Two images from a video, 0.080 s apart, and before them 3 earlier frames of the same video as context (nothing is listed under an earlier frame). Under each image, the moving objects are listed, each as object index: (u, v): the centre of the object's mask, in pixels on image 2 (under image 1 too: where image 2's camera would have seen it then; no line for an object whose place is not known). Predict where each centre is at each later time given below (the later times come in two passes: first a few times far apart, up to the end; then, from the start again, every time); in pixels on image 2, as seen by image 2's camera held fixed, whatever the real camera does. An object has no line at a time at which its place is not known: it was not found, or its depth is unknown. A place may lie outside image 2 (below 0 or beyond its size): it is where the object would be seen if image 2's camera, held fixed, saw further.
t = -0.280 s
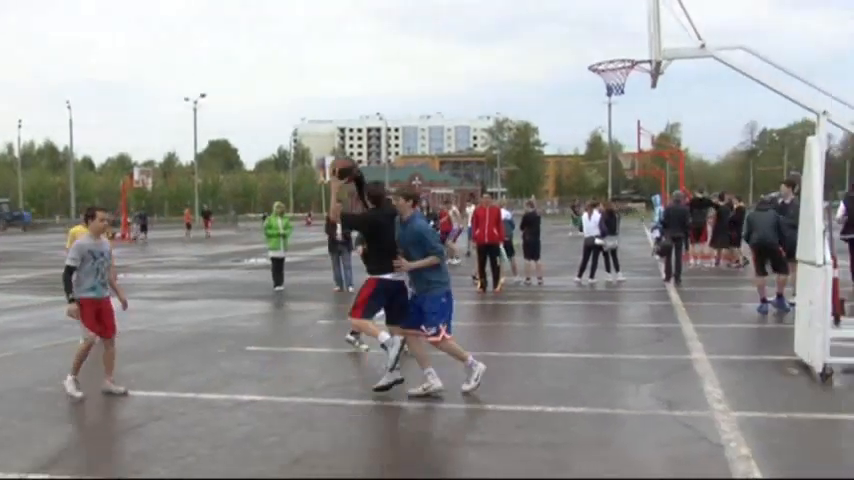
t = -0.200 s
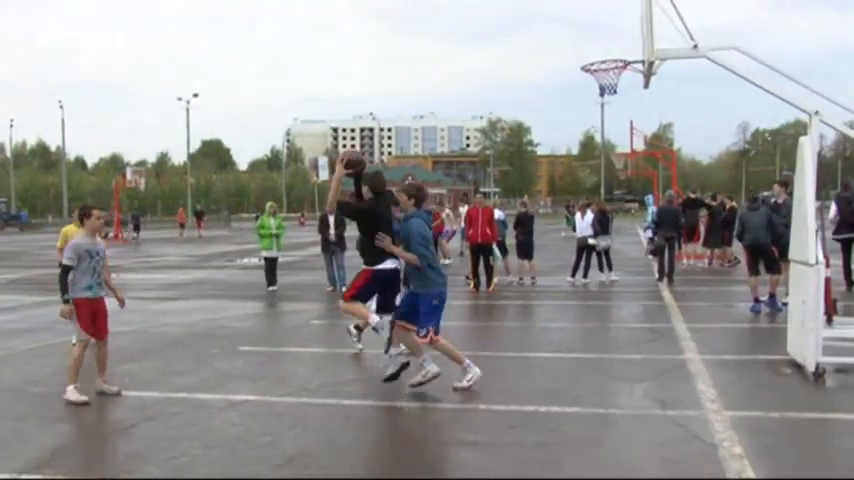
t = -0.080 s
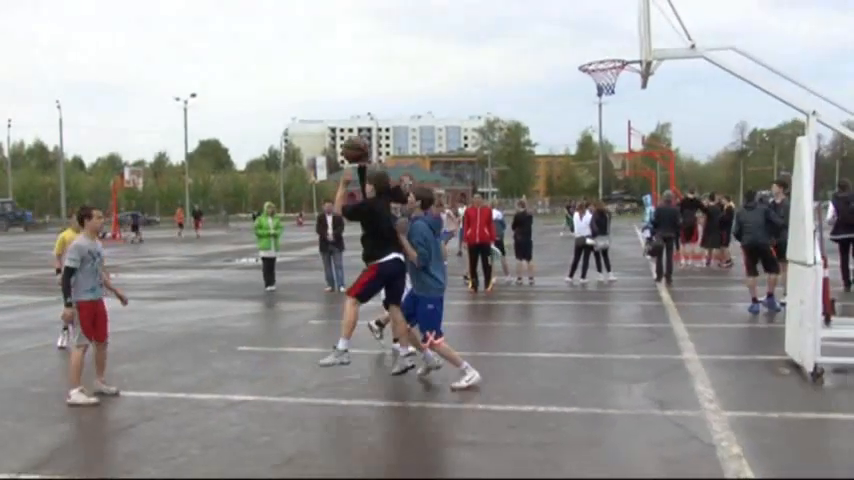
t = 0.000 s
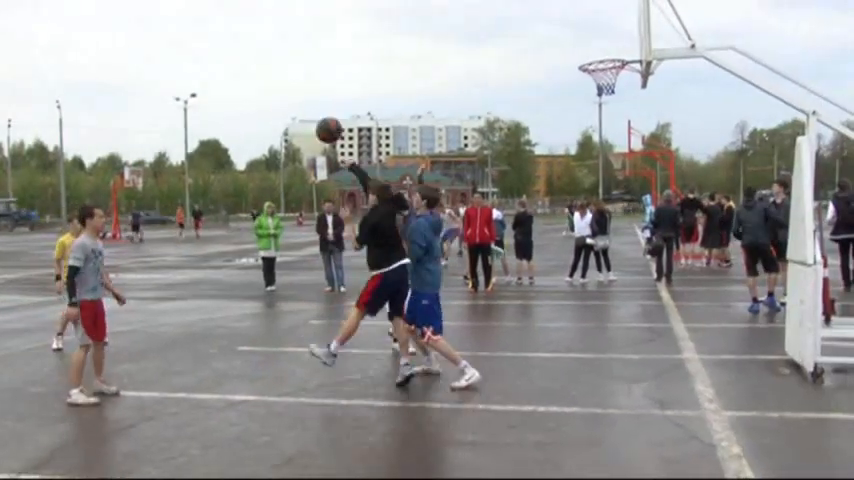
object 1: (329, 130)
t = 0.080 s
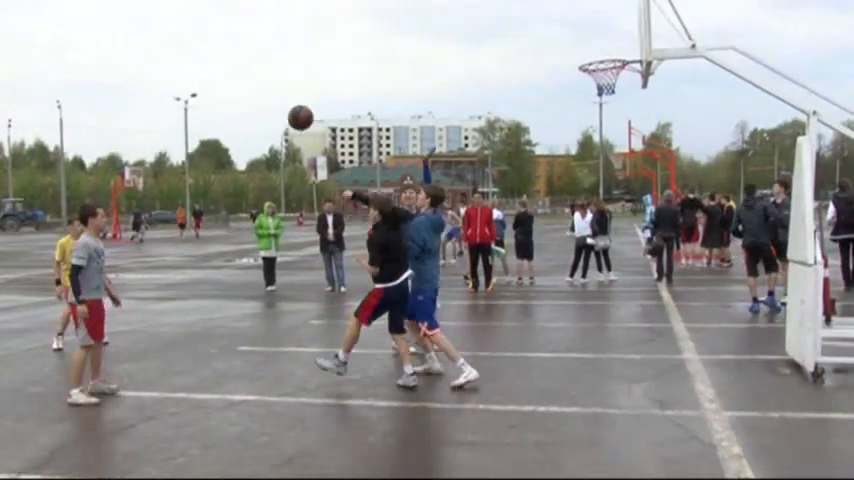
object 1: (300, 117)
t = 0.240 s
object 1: (248, 113)
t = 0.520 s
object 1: (173, 163)
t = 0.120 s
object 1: (286, 114)
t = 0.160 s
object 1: (273, 112)
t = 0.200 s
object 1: (260, 112)
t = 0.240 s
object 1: (248, 113)
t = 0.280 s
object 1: (236, 117)
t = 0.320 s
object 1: (225, 121)
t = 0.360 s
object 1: (214, 127)
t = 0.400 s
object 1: (203, 134)
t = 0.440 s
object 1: (192, 143)
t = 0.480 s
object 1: (182, 152)
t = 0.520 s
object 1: (173, 163)
